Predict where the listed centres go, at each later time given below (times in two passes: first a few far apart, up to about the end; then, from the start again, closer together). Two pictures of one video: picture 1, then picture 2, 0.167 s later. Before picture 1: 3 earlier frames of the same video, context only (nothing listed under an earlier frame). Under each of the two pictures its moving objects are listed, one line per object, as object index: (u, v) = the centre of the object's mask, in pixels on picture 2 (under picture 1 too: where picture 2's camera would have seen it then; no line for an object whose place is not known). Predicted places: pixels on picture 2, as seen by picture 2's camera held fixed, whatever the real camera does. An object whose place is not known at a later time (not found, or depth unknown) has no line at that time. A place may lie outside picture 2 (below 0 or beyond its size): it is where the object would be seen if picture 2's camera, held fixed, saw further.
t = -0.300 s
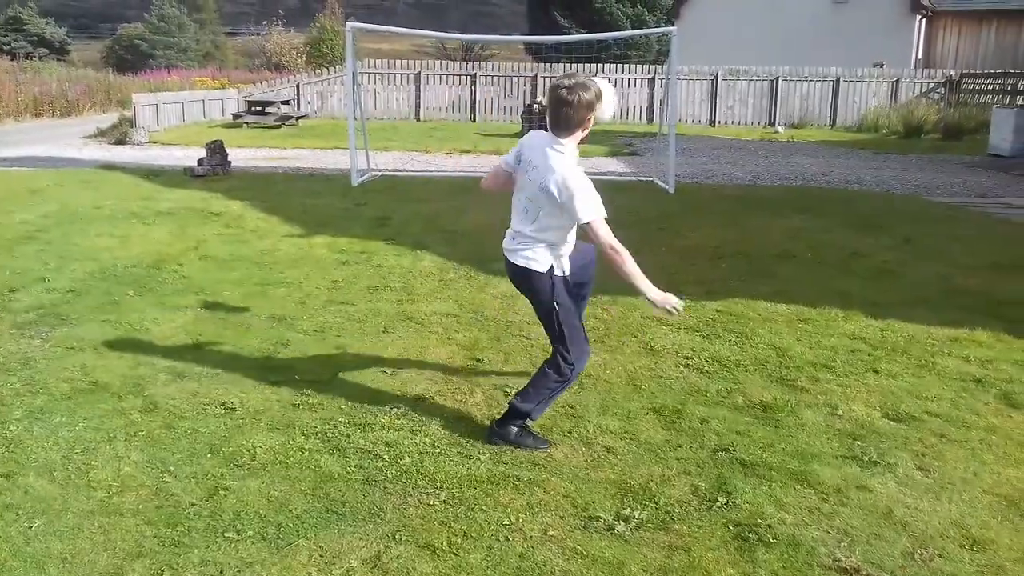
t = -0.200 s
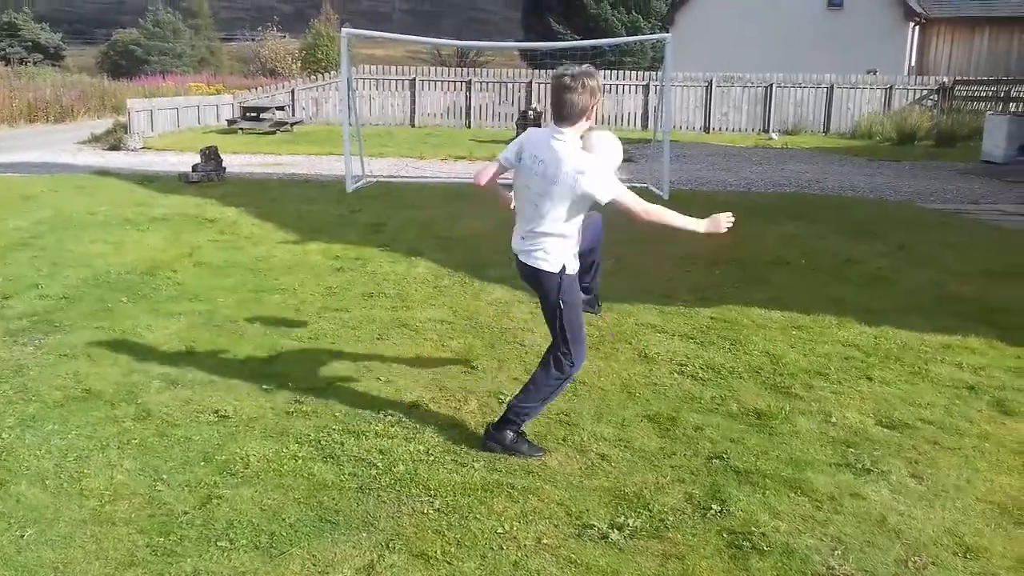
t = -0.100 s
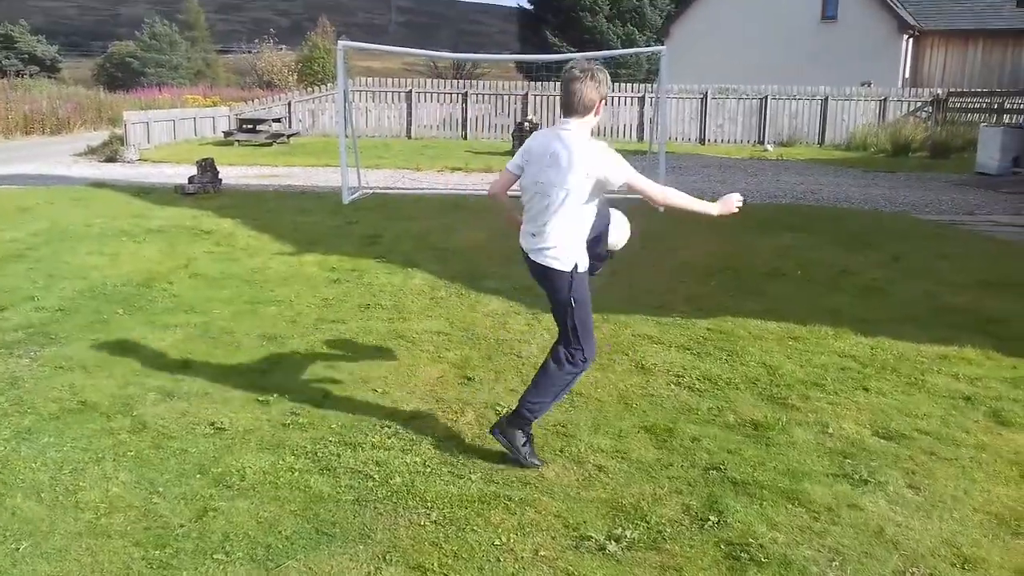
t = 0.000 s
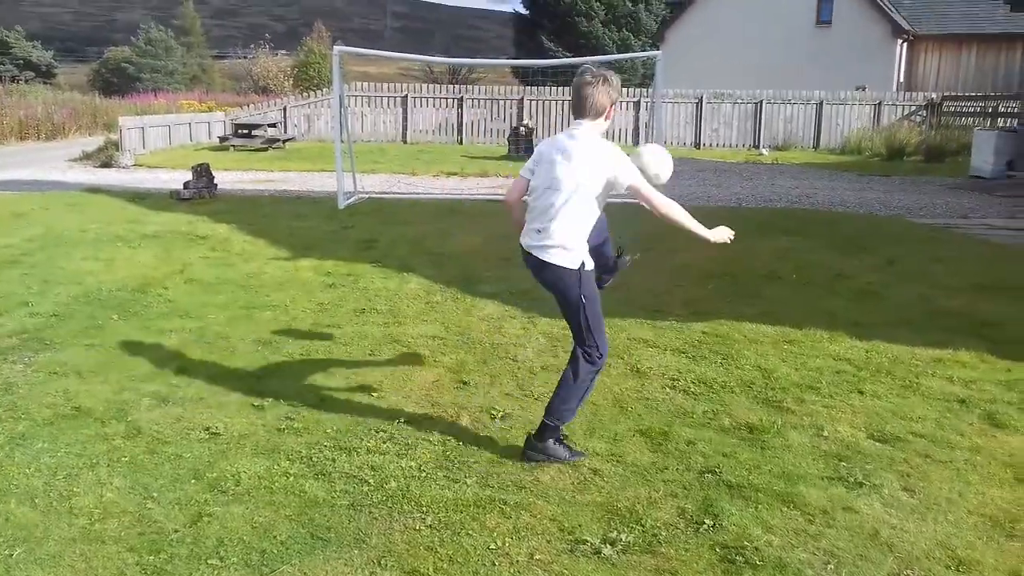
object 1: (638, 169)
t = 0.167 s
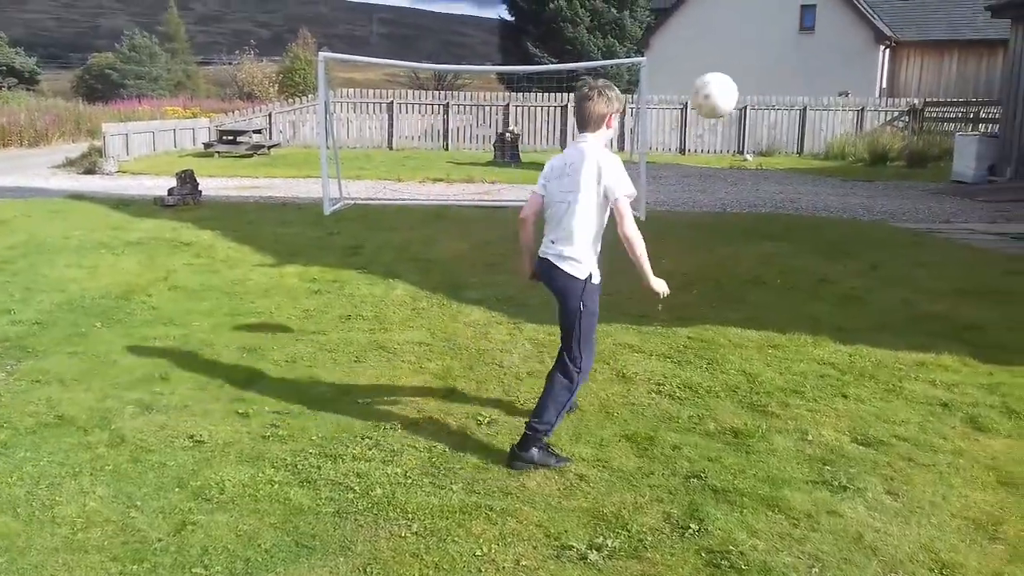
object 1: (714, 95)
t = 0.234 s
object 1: (745, 81)
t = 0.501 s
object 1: (867, 120)
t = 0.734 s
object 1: (957, 284)
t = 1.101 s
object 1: (1030, 309)
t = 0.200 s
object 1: (730, 87)
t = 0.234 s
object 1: (745, 81)
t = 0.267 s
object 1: (761, 77)
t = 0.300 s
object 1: (777, 76)
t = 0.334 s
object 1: (792, 78)
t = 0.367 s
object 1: (808, 81)
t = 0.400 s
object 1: (823, 88)
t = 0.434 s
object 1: (838, 97)
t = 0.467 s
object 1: (851, 109)
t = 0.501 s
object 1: (867, 120)
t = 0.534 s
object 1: (879, 138)
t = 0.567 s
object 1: (893, 157)
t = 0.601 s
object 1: (907, 178)
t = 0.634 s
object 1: (920, 201)
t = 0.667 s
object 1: (933, 226)
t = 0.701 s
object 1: (946, 254)
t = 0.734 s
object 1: (957, 284)
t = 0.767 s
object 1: (969, 315)
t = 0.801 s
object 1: (980, 348)
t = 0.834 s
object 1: (990, 380)
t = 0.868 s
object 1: (995, 366)
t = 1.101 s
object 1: (1030, 309)
